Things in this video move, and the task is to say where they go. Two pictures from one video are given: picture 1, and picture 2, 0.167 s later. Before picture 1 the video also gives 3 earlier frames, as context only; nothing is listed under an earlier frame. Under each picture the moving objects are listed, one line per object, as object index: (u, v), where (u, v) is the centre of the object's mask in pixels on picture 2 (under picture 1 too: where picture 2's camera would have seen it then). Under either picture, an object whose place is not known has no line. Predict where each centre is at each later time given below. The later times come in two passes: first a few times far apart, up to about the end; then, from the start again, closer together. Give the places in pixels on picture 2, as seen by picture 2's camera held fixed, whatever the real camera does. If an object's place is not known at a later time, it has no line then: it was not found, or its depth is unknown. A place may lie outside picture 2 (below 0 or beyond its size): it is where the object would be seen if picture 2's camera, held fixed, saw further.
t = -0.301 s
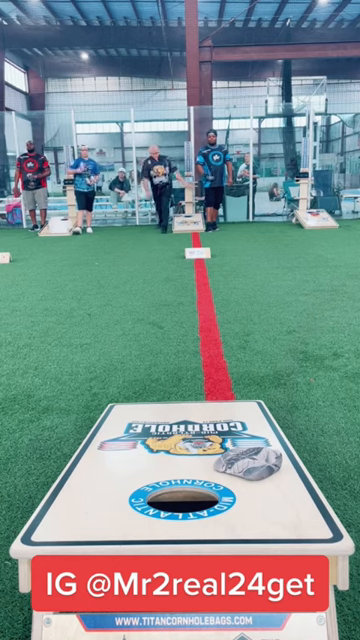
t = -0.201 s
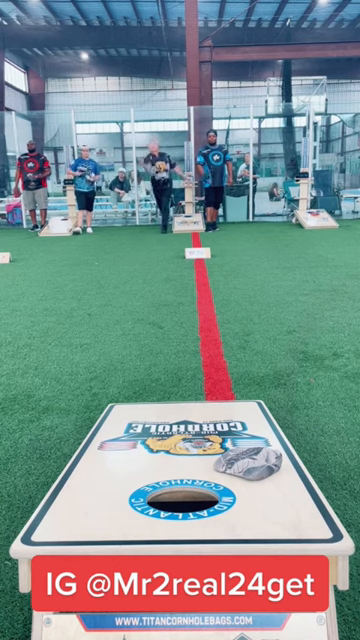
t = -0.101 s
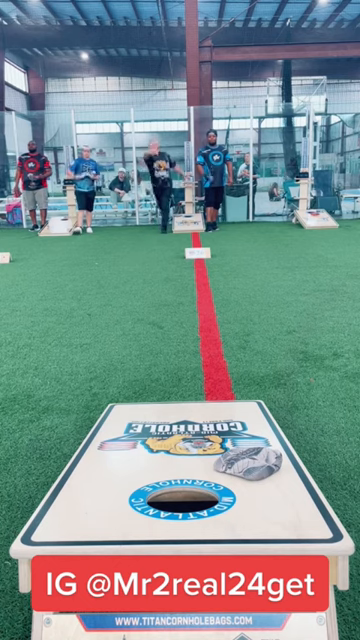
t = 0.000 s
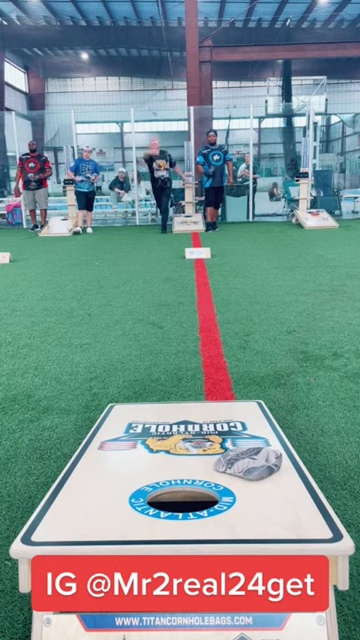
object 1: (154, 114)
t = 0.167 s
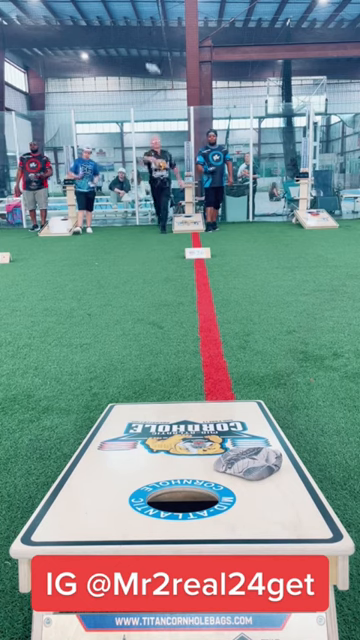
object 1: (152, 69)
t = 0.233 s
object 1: (153, 56)
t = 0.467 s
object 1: (157, 39)
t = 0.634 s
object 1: (162, 75)
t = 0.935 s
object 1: (194, 408)
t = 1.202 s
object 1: (195, 466)
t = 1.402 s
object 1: (183, 501)
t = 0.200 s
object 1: (153, 62)
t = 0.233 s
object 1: (153, 56)
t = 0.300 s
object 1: (154, 46)
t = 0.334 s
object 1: (154, 42)
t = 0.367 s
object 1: (155, 39)
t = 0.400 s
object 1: (156, 38)
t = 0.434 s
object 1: (157, 38)
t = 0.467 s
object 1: (157, 39)
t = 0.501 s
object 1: (158, 42)
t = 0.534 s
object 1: (160, 47)
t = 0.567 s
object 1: (161, 54)
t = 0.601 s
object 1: (161, 63)
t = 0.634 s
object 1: (162, 75)
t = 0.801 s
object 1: (177, 240)
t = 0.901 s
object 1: (195, 406)
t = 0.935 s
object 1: (194, 408)
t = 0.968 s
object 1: (195, 411)
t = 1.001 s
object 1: (196, 420)
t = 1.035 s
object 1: (197, 430)
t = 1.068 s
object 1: (198, 438)
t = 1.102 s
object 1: (197, 447)
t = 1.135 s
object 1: (199, 455)
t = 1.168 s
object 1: (196, 459)
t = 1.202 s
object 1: (195, 466)
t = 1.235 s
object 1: (193, 472)
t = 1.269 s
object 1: (191, 480)
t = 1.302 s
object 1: (190, 487)
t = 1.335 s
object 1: (190, 490)
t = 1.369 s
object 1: (189, 495)
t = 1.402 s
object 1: (183, 501)
